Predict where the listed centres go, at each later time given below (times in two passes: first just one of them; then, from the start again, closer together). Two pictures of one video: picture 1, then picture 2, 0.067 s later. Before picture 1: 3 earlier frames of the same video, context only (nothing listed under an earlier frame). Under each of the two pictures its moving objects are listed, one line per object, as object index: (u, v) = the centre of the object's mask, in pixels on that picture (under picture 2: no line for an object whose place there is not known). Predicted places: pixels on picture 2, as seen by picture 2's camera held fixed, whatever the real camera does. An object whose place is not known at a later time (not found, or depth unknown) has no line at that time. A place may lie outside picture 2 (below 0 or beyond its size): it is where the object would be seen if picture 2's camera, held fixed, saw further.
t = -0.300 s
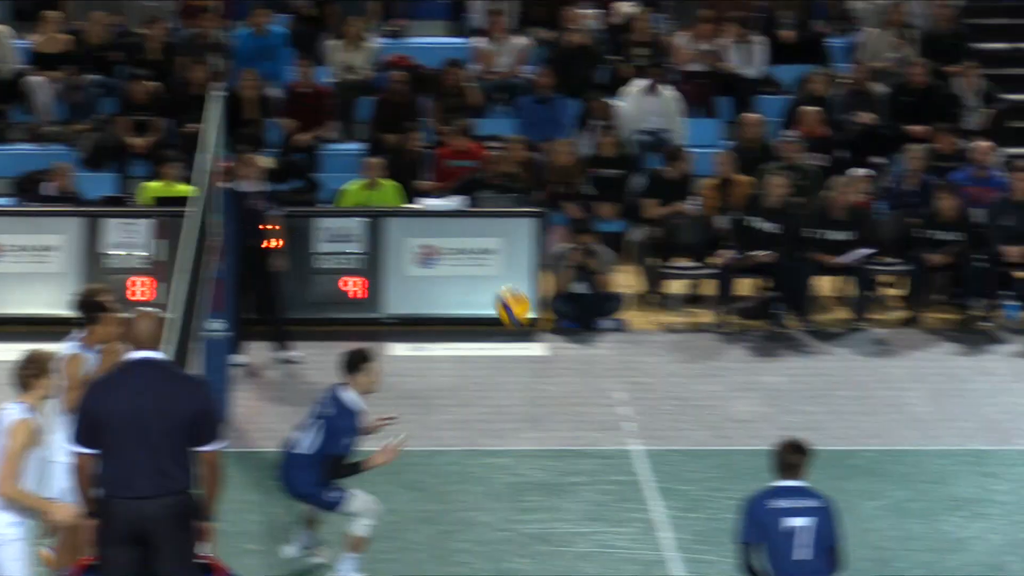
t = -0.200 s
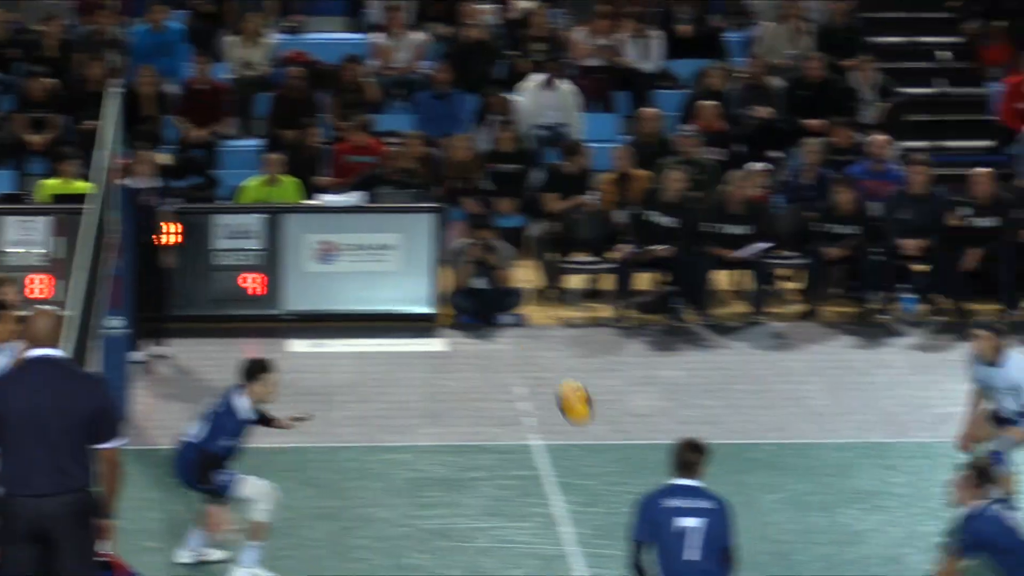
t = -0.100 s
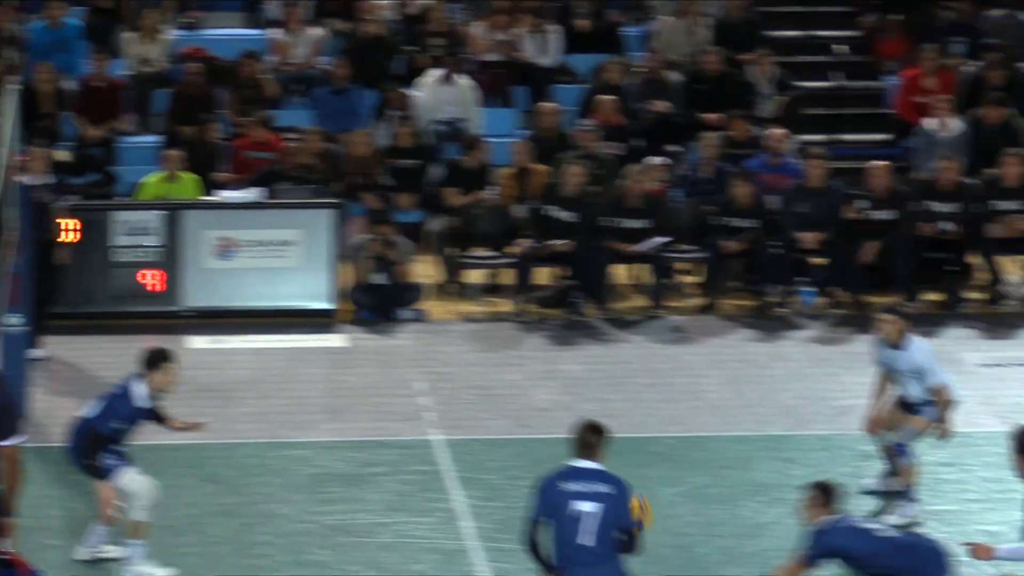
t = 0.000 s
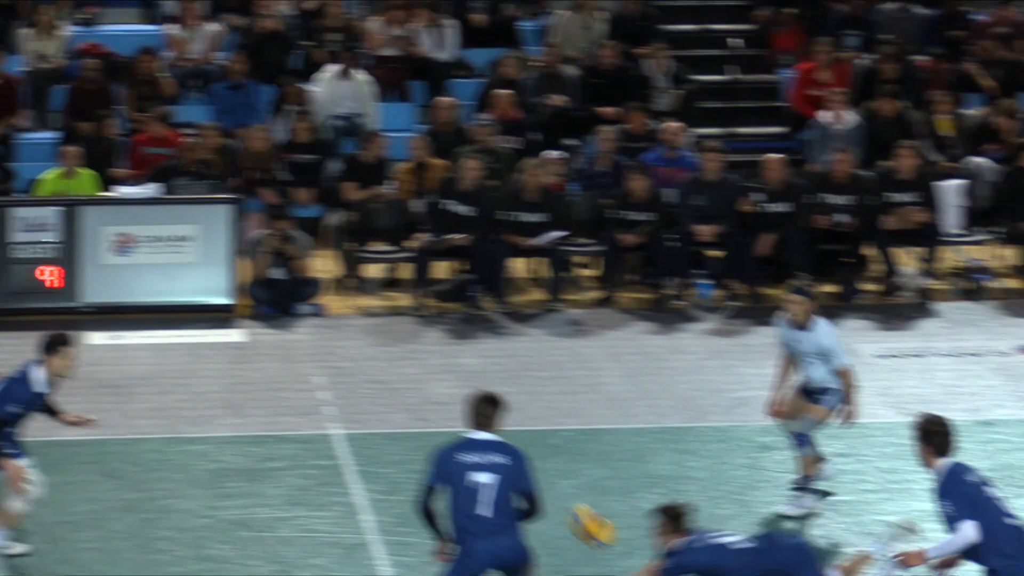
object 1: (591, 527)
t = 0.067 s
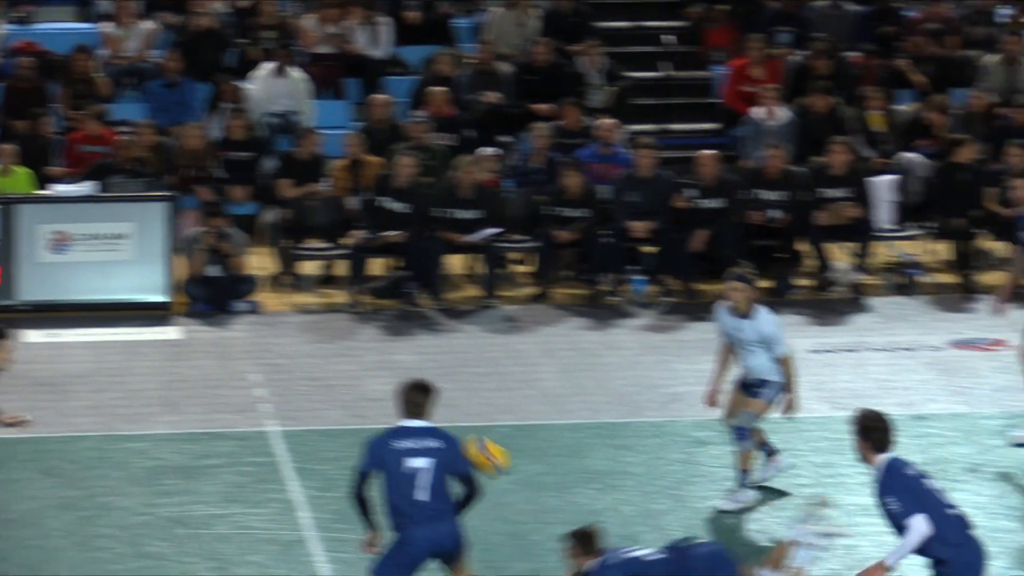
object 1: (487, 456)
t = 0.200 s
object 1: (404, 343)
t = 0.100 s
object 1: (466, 424)
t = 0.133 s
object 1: (447, 400)
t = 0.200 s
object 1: (404, 343)
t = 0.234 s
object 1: (385, 319)
